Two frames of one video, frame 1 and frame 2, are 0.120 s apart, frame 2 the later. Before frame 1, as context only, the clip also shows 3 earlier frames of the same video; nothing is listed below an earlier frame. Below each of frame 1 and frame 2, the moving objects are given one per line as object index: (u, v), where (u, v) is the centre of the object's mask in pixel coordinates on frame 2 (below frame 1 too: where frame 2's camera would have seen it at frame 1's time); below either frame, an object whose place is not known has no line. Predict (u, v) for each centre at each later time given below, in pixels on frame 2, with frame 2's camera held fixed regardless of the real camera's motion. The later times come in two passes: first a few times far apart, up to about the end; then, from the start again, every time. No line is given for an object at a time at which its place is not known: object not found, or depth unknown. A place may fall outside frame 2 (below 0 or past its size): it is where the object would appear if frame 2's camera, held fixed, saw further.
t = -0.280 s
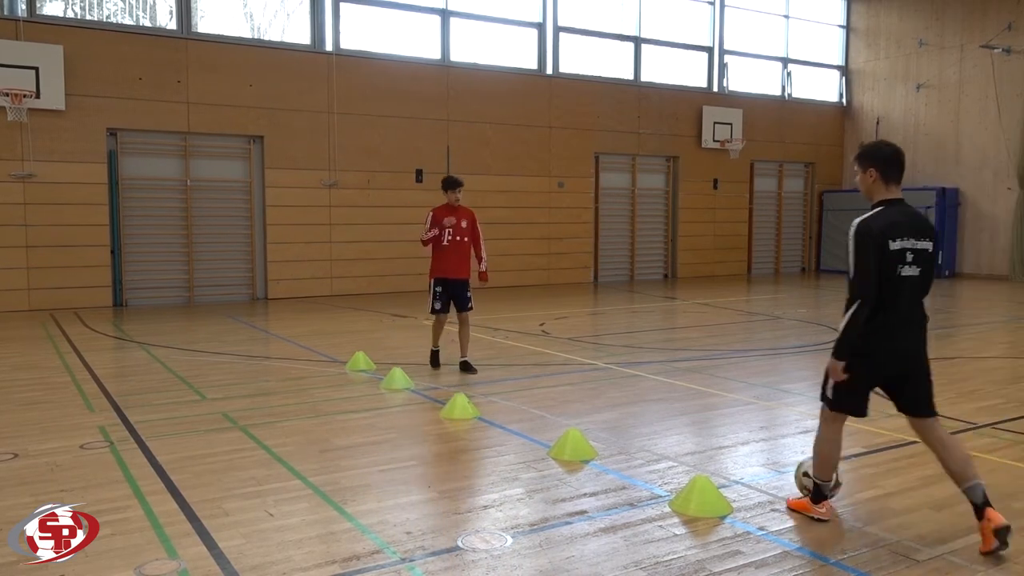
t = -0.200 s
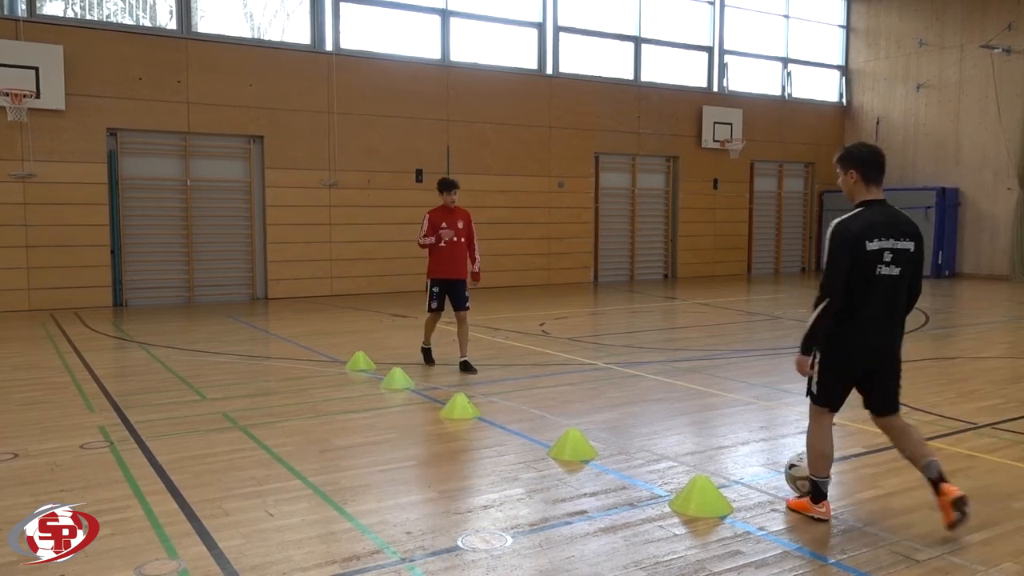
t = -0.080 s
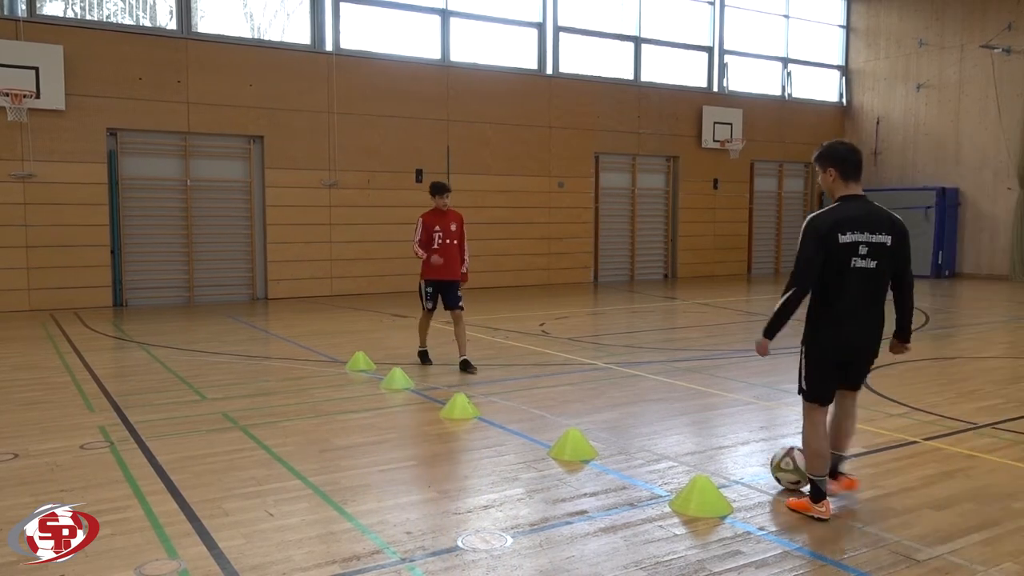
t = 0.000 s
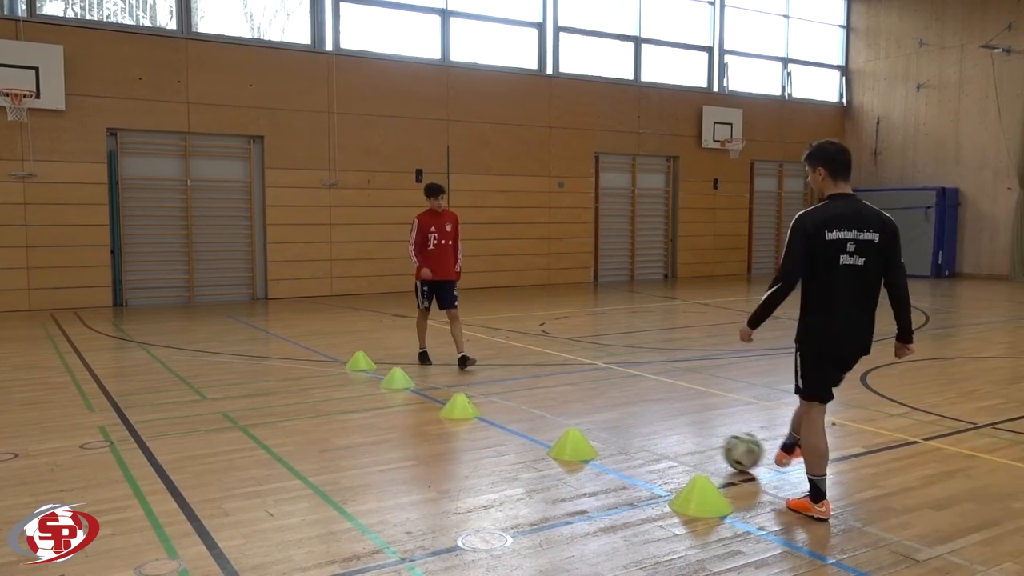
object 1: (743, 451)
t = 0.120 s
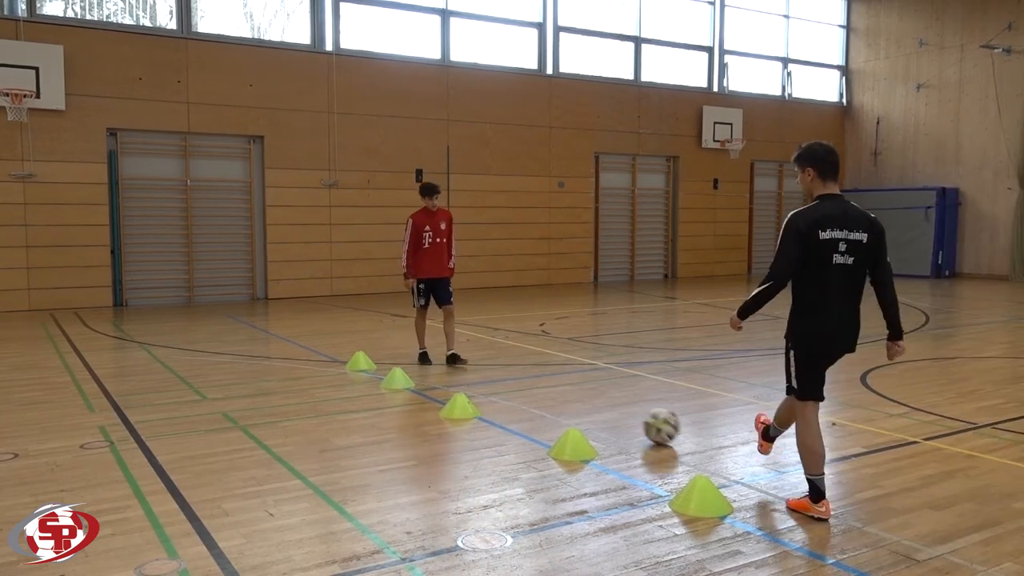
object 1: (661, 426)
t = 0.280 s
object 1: (584, 402)
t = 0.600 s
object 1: (487, 373)
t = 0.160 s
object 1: (639, 419)
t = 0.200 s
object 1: (619, 414)
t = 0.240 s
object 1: (601, 408)
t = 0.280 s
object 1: (584, 402)
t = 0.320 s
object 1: (569, 398)
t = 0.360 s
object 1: (554, 394)
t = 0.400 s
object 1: (542, 390)
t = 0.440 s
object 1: (530, 386)
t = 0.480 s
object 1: (518, 383)
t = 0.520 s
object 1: (507, 379)
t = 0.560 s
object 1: (497, 376)
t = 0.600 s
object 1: (487, 373)
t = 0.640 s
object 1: (478, 371)
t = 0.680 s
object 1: (468, 367)
